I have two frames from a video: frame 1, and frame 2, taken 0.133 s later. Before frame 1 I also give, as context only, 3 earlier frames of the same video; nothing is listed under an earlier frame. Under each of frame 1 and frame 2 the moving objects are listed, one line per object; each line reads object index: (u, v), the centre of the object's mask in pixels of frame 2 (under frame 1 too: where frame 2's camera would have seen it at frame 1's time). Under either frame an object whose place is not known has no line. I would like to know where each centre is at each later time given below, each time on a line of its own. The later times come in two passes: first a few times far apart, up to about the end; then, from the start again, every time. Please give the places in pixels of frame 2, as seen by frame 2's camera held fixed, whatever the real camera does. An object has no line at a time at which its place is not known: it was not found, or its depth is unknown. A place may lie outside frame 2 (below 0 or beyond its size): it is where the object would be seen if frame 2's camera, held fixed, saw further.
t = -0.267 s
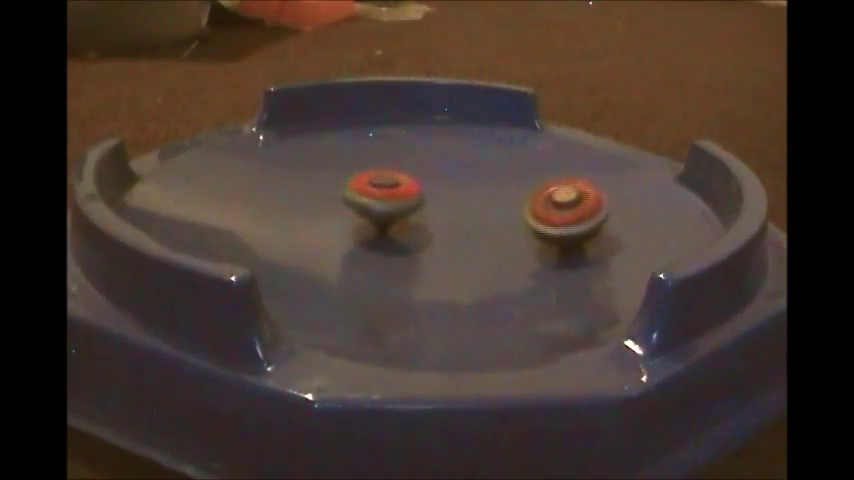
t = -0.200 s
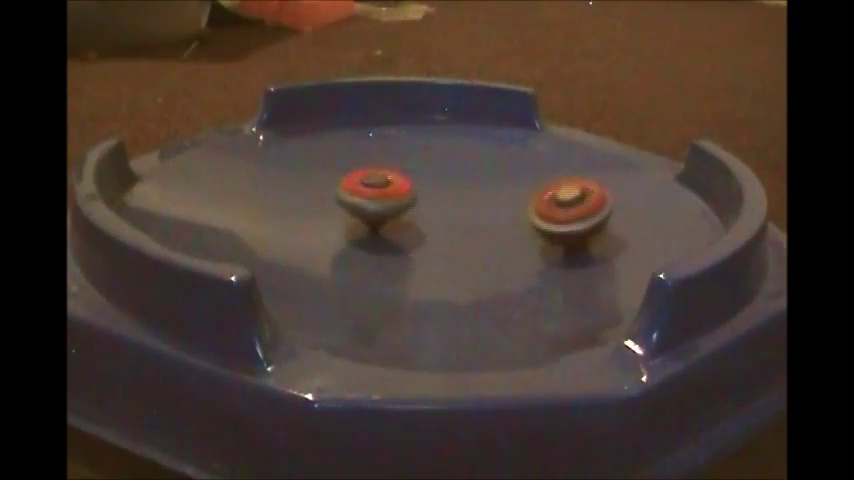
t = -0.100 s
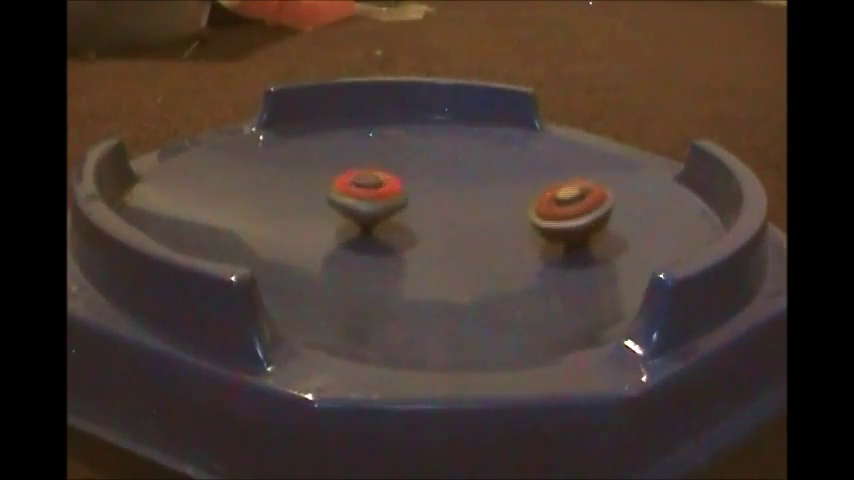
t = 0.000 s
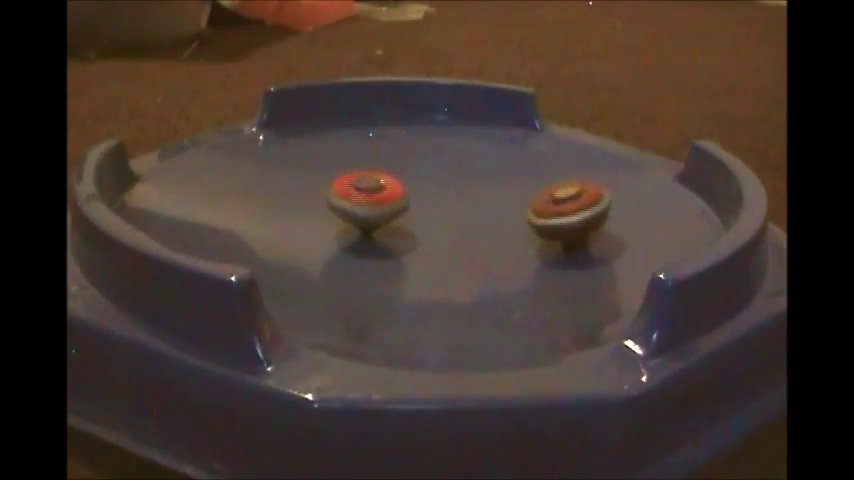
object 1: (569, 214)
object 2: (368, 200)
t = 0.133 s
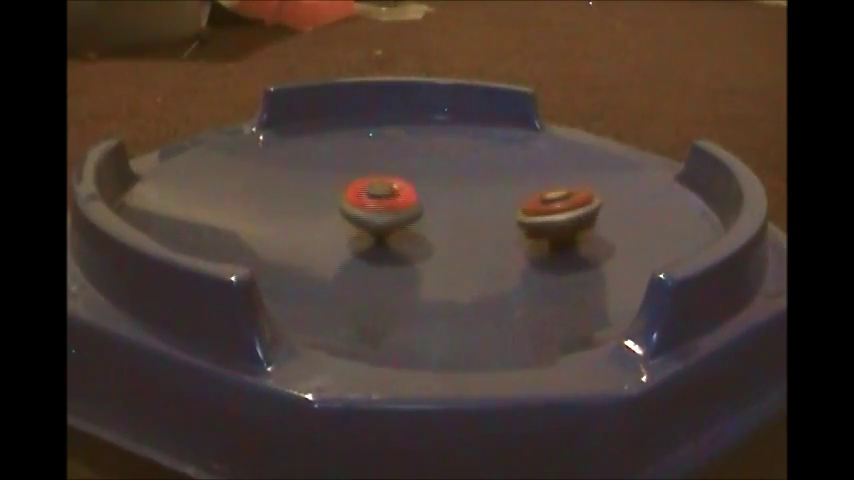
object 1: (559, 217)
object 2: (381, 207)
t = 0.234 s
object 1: (542, 220)
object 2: (397, 211)
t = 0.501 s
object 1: (528, 230)
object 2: (377, 210)
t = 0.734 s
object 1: (508, 230)
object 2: (368, 211)
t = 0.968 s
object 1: (487, 223)
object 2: (395, 216)
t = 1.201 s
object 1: (506, 212)
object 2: (407, 217)
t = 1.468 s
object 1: (524, 206)
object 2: (434, 219)
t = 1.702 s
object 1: (536, 204)
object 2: (439, 225)
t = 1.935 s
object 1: (531, 208)
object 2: (458, 229)
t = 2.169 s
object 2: (436, 237)
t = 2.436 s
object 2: (418, 239)
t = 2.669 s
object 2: (424, 237)
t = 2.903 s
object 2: (439, 231)
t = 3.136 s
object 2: (460, 228)
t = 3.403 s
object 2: (485, 226)
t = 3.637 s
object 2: (500, 228)
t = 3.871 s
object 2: (498, 231)
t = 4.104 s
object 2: (480, 229)
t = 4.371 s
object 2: (455, 231)
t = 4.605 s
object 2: (430, 233)
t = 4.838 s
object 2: (425, 234)
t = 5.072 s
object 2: (441, 232)
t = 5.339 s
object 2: (437, 247)
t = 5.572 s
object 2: (426, 245)
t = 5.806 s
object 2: (430, 238)
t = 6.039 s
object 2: (457, 236)
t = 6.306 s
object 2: (476, 247)
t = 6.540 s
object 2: (473, 251)
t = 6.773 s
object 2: (464, 244)
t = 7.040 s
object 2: (475, 235)
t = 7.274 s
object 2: (504, 233)
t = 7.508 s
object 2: (509, 235)
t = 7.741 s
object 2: (492, 235)
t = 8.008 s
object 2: (496, 232)
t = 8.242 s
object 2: (492, 228)
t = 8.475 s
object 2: (484, 231)
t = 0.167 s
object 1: (554, 219)
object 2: (386, 208)
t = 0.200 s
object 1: (548, 220)
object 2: (392, 209)
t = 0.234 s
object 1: (542, 220)
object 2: (397, 211)
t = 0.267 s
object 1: (534, 222)
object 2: (403, 212)
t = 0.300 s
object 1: (524, 223)
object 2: (410, 213)
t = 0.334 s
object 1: (513, 223)
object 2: (416, 214)
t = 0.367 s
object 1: (515, 227)
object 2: (408, 215)
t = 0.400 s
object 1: (526, 228)
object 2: (394, 213)
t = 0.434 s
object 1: (530, 231)
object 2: (387, 211)
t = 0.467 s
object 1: (529, 231)
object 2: (381, 210)
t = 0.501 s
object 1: (528, 230)
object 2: (377, 210)
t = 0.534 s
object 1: (526, 231)
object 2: (374, 209)
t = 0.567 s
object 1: (524, 232)
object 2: (371, 209)
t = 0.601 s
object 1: (522, 232)
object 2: (369, 209)
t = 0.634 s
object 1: (519, 231)
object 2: (367, 210)
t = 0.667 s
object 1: (515, 231)
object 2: (367, 211)
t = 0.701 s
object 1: (512, 231)
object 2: (368, 211)
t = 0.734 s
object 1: (508, 230)
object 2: (368, 211)
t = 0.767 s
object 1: (505, 230)
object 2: (371, 212)
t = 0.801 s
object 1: (501, 229)
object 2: (373, 213)
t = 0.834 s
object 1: (498, 228)
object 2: (377, 214)
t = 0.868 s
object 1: (495, 227)
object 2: (380, 214)
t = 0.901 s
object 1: (492, 225)
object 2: (385, 215)
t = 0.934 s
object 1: (489, 224)
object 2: (389, 215)
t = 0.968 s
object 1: (487, 223)
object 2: (395, 216)
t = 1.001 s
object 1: (487, 222)
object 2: (399, 216)
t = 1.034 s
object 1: (495, 220)
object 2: (396, 216)
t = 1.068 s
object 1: (500, 218)
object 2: (397, 217)
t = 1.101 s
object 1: (501, 216)
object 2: (399, 217)
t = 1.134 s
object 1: (503, 215)
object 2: (402, 217)
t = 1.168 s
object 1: (504, 214)
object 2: (405, 218)
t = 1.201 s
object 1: (506, 212)
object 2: (407, 217)
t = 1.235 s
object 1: (507, 212)
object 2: (411, 217)
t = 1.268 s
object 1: (509, 211)
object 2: (414, 217)
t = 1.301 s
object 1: (510, 210)
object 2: (418, 218)
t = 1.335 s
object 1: (512, 209)
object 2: (422, 218)
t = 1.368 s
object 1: (513, 209)
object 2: (429, 218)
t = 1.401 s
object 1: (514, 208)
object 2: (432, 217)
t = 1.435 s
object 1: (516, 208)
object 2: (437, 218)
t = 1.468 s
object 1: (524, 206)
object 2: (434, 219)
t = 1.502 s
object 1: (529, 205)
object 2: (434, 220)
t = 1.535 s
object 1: (531, 205)
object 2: (434, 221)
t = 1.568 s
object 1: (533, 205)
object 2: (434, 221)
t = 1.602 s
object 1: (534, 204)
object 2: (435, 222)
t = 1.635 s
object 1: (535, 204)
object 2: (435, 223)
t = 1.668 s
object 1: (536, 204)
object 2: (437, 224)
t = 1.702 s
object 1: (536, 204)
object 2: (439, 225)
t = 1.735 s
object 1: (536, 205)
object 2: (441, 225)
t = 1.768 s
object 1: (535, 205)
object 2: (443, 227)
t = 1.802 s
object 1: (535, 205)
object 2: (445, 227)
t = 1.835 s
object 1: (534, 206)
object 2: (449, 227)
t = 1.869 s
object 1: (533, 207)
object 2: (452, 228)
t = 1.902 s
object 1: (532, 207)
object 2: (455, 229)
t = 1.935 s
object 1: (531, 208)
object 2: (458, 229)
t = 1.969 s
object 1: (530, 208)
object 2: (459, 229)
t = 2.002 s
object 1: (533, 207)
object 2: (454, 232)
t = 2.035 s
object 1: (533, 207)
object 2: (451, 232)
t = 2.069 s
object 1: (532, 207)
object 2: (446, 234)
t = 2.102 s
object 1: (531, 206)
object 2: (443, 235)
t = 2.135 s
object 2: (439, 236)
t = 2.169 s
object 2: (436, 237)
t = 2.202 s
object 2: (434, 237)
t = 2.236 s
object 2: (430, 238)
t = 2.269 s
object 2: (429, 239)
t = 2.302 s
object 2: (426, 239)
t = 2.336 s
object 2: (424, 239)
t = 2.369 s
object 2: (422, 240)
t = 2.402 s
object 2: (419, 240)
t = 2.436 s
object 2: (418, 239)
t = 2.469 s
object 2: (419, 240)
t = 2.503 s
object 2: (419, 240)
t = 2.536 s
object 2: (421, 241)
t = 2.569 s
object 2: (421, 239)
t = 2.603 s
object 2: (422, 239)
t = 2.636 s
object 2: (423, 238)
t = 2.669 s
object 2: (424, 237)
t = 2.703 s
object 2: (424, 236)
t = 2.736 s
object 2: (427, 235)
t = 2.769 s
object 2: (429, 235)
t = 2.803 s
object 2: (431, 234)
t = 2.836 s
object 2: (433, 232)
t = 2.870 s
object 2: (435, 231)
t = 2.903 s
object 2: (439, 231)
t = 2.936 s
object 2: (441, 230)
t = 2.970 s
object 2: (445, 230)
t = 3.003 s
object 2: (448, 229)
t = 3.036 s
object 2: (450, 228)
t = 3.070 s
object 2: (454, 226)
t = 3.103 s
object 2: (458, 226)
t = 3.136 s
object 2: (460, 228)
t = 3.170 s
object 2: (465, 226)
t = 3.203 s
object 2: (468, 228)
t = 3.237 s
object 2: (471, 226)
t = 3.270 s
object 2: (474, 225)
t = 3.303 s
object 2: (477, 225)
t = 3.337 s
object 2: (478, 226)
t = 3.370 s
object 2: (483, 224)
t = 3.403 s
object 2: (485, 226)
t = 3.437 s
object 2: (486, 225)
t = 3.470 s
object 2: (491, 225)
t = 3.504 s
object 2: (493, 226)
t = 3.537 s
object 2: (495, 226)
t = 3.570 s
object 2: (499, 226)
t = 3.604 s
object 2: (499, 227)
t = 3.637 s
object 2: (500, 228)
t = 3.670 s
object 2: (500, 228)
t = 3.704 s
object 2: (500, 229)
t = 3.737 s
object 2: (501, 230)
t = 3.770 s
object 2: (501, 229)
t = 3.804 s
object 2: (500, 230)
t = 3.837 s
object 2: (500, 230)
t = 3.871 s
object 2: (498, 231)
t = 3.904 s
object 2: (495, 231)
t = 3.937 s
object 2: (494, 230)
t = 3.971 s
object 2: (492, 231)
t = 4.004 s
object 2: (489, 230)
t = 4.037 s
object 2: (487, 229)
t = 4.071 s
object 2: (483, 229)
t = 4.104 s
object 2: (480, 229)
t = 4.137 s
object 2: (478, 229)
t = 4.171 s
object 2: (475, 229)
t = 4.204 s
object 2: (472, 231)
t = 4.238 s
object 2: (469, 231)
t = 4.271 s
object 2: (465, 231)
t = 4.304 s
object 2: (463, 231)
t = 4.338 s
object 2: (460, 232)
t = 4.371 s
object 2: (455, 231)
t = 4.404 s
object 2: (451, 232)
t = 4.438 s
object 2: (448, 232)
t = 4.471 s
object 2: (442, 233)
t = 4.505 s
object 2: (439, 233)
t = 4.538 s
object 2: (437, 232)
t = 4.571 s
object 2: (433, 233)
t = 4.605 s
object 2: (430, 233)
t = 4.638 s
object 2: (428, 232)
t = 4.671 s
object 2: (426, 232)
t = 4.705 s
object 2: (424, 233)
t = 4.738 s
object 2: (424, 233)
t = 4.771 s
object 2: (423, 233)
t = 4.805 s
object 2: (424, 234)
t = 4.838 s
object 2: (425, 234)
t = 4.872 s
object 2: (426, 236)
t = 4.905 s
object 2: (427, 233)
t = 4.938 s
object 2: (431, 234)
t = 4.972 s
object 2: (432, 234)
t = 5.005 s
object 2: (436, 232)
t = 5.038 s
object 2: (439, 232)
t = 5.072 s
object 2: (441, 232)
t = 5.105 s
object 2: (444, 238)
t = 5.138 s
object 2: (445, 240)
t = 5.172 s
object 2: (443, 242)
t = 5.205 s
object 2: (443, 243)
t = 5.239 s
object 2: (442, 246)
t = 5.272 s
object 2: (442, 248)
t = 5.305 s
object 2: (441, 246)
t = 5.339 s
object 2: (437, 247)
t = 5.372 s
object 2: (434, 247)
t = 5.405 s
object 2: (434, 247)
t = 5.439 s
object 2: (434, 247)
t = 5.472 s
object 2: (431, 247)
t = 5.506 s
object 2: (426, 247)
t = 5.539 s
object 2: (426, 246)
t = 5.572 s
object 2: (426, 245)
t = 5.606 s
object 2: (425, 244)
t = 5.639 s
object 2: (423, 242)
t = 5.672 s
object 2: (423, 241)
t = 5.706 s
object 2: (425, 238)
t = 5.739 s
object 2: (426, 239)
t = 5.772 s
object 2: (428, 239)
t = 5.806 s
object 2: (430, 238)
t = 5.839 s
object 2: (434, 235)
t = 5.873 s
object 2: (438, 235)
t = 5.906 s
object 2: (443, 234)
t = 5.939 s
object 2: (446, 236)
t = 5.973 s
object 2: (451, 235)
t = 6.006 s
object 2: (455, 236)
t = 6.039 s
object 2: (457, 236)
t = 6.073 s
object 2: (460, 236)
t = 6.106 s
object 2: (464, 236)
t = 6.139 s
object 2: (468, 238)
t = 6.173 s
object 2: (474, 247)
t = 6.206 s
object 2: (477, 249)
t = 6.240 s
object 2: (473, 243)
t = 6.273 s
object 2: (480, 252)
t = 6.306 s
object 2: (476, 247)
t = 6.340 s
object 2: (477, 249)
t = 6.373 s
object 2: (476, 251)
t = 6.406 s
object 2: (476, 251)
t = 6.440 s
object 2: (477, 253)
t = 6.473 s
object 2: (476, 252)
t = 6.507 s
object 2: (474, 251)
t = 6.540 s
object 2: (473, 251)
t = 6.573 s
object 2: (473, 251)
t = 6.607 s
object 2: (470, 250)
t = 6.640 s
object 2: (468, 249)
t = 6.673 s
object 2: (465, 248)
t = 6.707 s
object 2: (464, 247)
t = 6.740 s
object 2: (464, 245)
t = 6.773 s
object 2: (464, 244)
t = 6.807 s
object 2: (464, 242)
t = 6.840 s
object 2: (464, 239)
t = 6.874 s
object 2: (465, 237)
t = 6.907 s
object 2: (467, 237)
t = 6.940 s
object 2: (470, 236)
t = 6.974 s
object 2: (472, 236)
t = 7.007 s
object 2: (475, 238)
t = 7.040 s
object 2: (475, 235)
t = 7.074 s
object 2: (479, 233)
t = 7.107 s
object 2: (487, 232)
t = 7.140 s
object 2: (491, 231)
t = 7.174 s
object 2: (496, 232)
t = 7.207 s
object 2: (499, 232)
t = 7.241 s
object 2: (501, 233)
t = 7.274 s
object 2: (504, 233)
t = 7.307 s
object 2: (507, 234)
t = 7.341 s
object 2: (510, 234)
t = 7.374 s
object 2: (511, 235)
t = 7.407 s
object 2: (512, 234)
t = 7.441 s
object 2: (513, 235)
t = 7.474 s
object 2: (512, 235)
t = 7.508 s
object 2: (509, 235)
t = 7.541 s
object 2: (507, 235)
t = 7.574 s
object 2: (506, 235)
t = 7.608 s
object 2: (503, 236)
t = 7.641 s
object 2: (500, 234)
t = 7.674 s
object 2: (495, 236)
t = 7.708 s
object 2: (493, 234)
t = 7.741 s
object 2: (492, 235)
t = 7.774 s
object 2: (492, 232)
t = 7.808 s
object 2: (491, 233)
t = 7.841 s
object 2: (489, 230)
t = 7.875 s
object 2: (488, 227)
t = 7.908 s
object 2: (488, 225)
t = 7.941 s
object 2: (494, 226)
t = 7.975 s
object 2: (497, 229)
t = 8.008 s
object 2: (496, 232)
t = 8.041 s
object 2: (493, 233)
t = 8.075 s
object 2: (491, 228)
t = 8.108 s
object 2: (491, 229)
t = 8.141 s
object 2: (494, 228)
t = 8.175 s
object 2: (496, 228)
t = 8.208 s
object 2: (495, 230)
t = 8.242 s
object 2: (492, 228)
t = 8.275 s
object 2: (487, 228)
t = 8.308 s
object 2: (481, 227)
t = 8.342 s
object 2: (478, 227)
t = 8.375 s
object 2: (480, 227)
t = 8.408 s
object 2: (482, 230)
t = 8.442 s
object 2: (483, 230)
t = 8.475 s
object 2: (484, 231)
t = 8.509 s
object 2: (483, 228)
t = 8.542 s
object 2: (482, 229)
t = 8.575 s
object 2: (485, 229)
